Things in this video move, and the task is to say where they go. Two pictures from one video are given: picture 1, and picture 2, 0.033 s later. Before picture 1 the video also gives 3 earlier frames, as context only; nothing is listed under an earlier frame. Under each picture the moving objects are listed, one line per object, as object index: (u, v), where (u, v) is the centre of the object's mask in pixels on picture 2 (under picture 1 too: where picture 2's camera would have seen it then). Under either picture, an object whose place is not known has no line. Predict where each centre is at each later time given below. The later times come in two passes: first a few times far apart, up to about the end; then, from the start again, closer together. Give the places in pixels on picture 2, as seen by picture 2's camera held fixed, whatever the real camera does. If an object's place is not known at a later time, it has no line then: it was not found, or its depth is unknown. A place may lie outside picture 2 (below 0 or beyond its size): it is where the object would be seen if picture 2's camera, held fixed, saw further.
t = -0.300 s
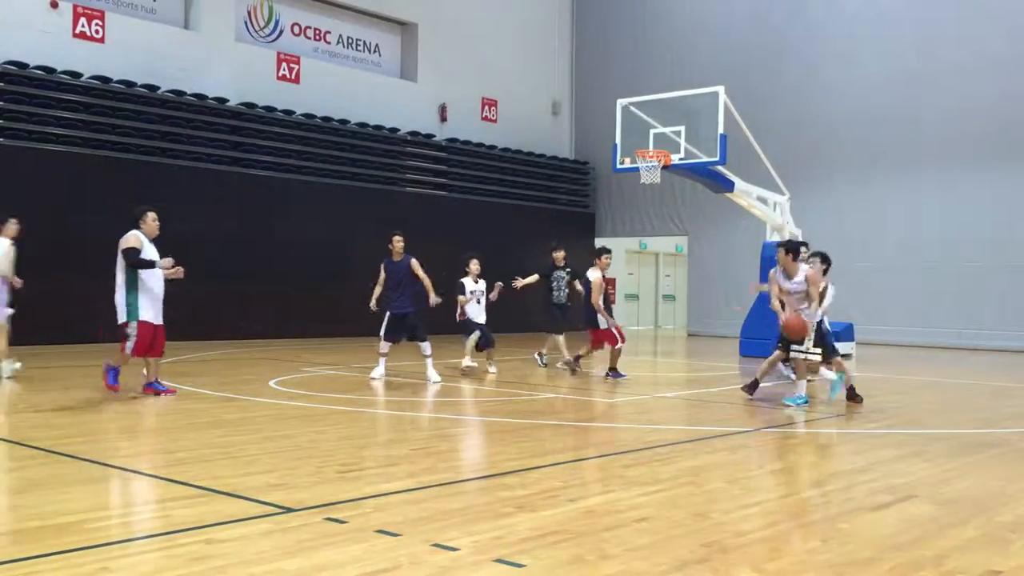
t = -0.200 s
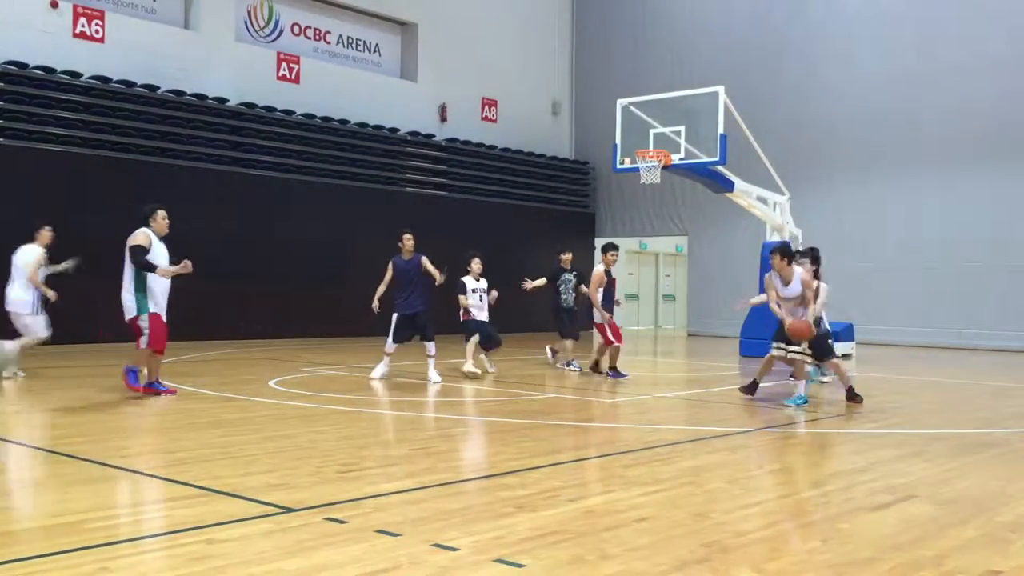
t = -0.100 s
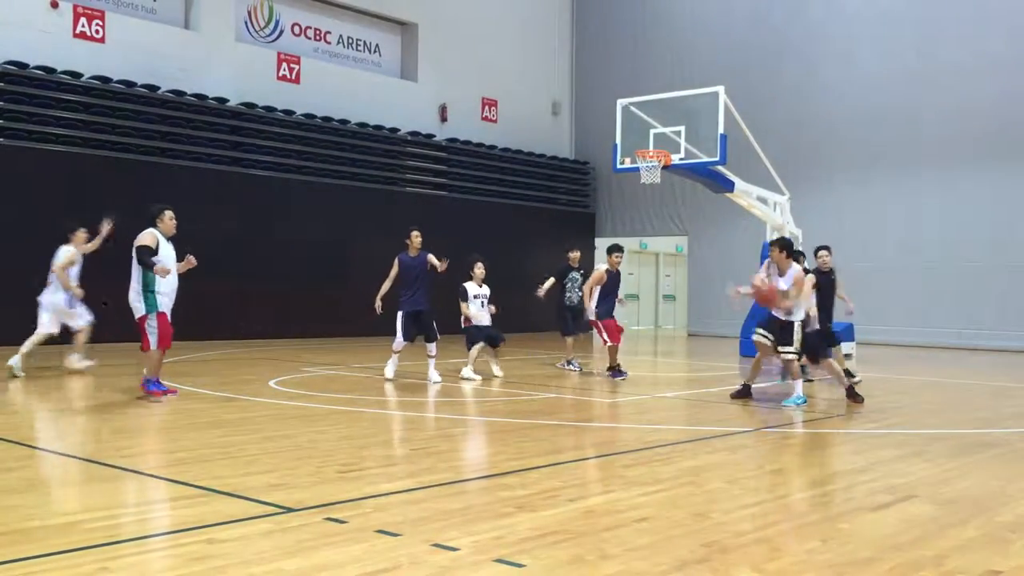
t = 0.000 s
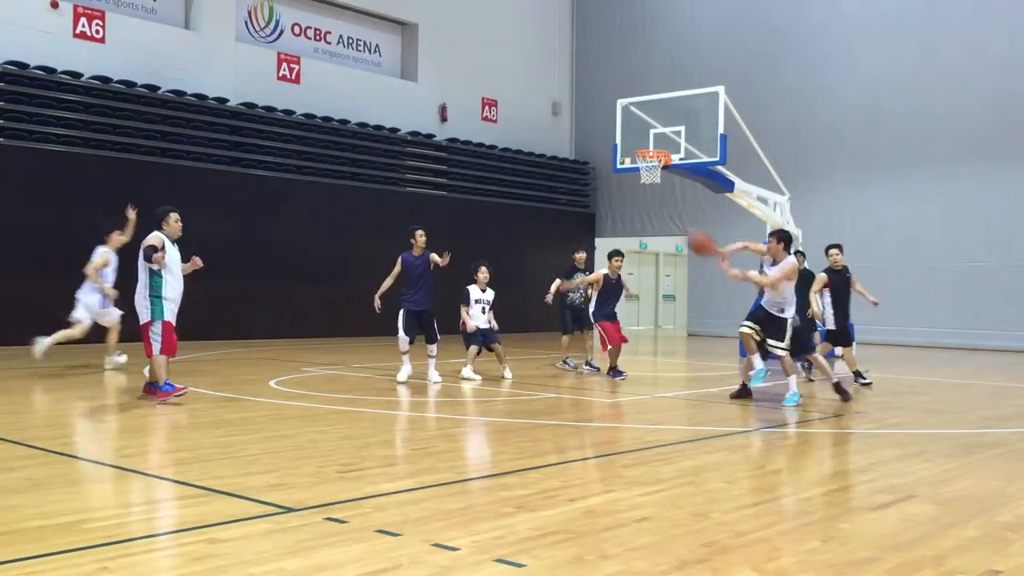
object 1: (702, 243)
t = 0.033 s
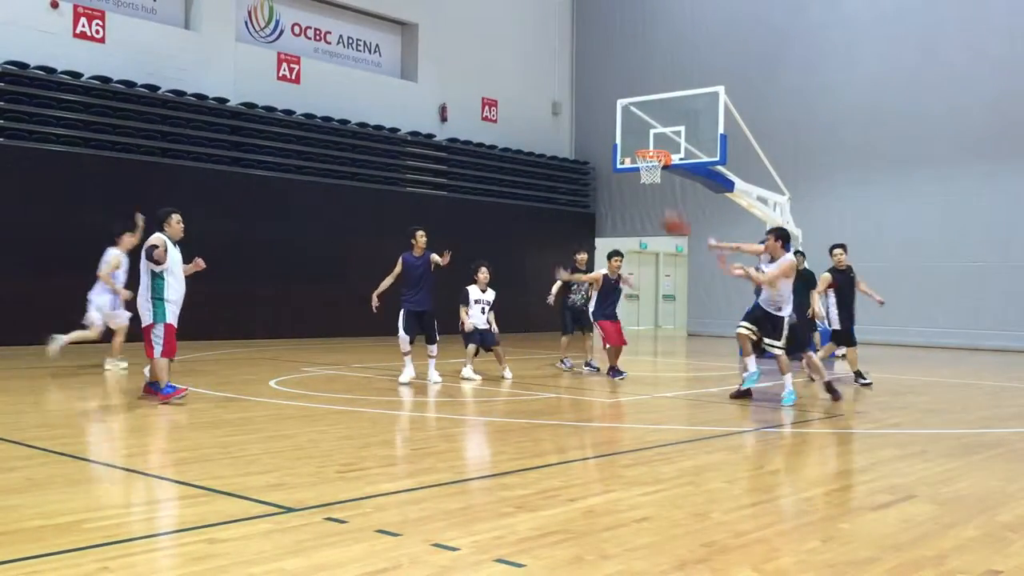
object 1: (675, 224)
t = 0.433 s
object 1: (415, 95)
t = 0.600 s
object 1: (329, 89)
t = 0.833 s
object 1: (224, 112)
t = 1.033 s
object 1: (147, 162)
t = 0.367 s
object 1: (452, 106)
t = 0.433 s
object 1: (415, 95)
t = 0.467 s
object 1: (397, 93)
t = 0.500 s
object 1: (380, 90)
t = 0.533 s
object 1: (363, 89)
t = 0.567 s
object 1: (346, 88)
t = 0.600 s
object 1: (329, 89)
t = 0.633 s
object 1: (313, 90)
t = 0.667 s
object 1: (299, 92)
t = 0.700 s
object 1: (283, 95)
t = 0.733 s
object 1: (267, 98)
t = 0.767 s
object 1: (253, 102)
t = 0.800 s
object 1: (238, 109)
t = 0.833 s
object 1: (224, 112)
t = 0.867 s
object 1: (212, 119)
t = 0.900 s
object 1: (198, 126)
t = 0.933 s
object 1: (184, 135)
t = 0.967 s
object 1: (172, 144)
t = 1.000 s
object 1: (160, 152)
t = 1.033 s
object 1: (147, 162)
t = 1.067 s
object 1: (135, 172)
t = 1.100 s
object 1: (123, 183)
